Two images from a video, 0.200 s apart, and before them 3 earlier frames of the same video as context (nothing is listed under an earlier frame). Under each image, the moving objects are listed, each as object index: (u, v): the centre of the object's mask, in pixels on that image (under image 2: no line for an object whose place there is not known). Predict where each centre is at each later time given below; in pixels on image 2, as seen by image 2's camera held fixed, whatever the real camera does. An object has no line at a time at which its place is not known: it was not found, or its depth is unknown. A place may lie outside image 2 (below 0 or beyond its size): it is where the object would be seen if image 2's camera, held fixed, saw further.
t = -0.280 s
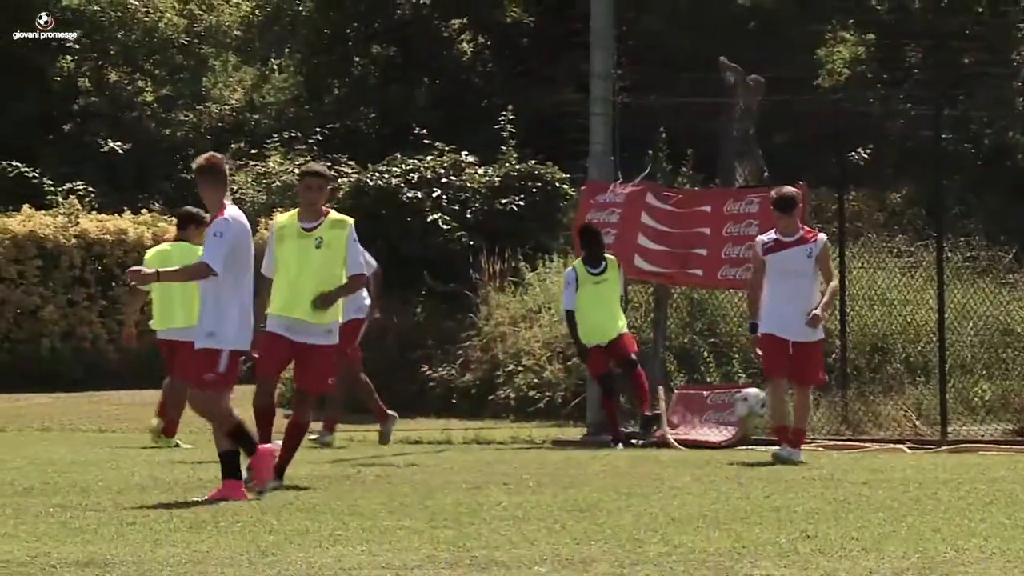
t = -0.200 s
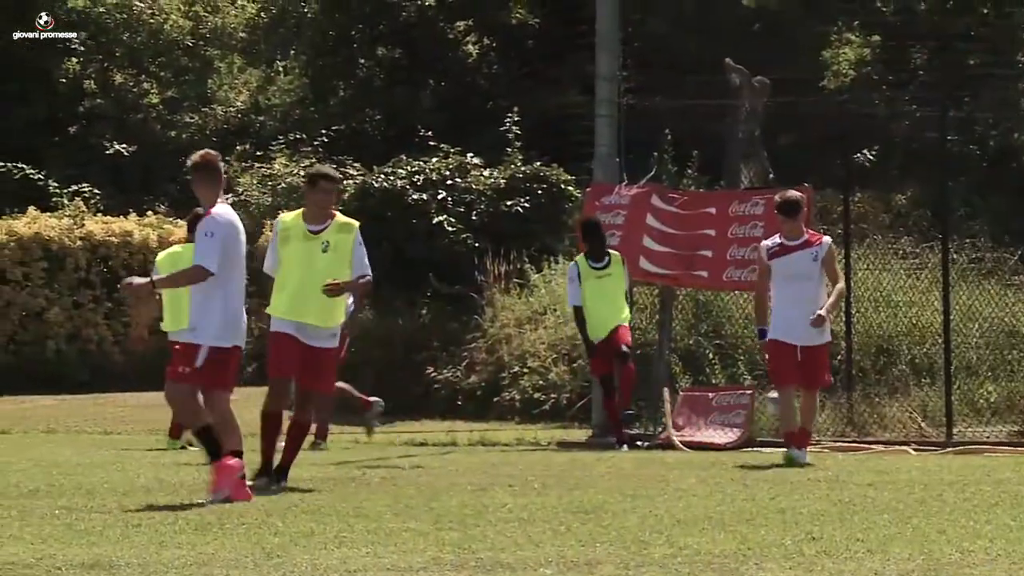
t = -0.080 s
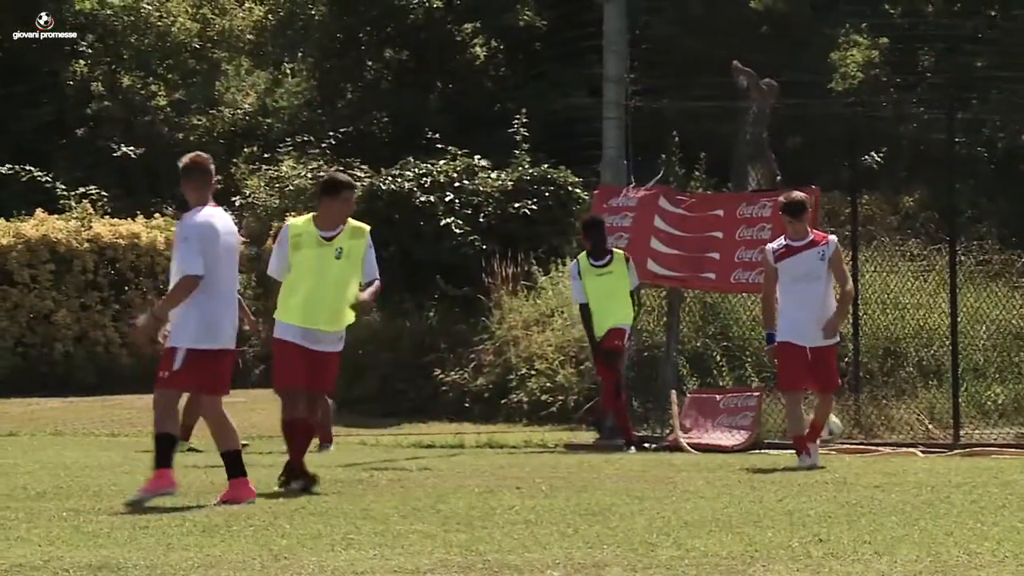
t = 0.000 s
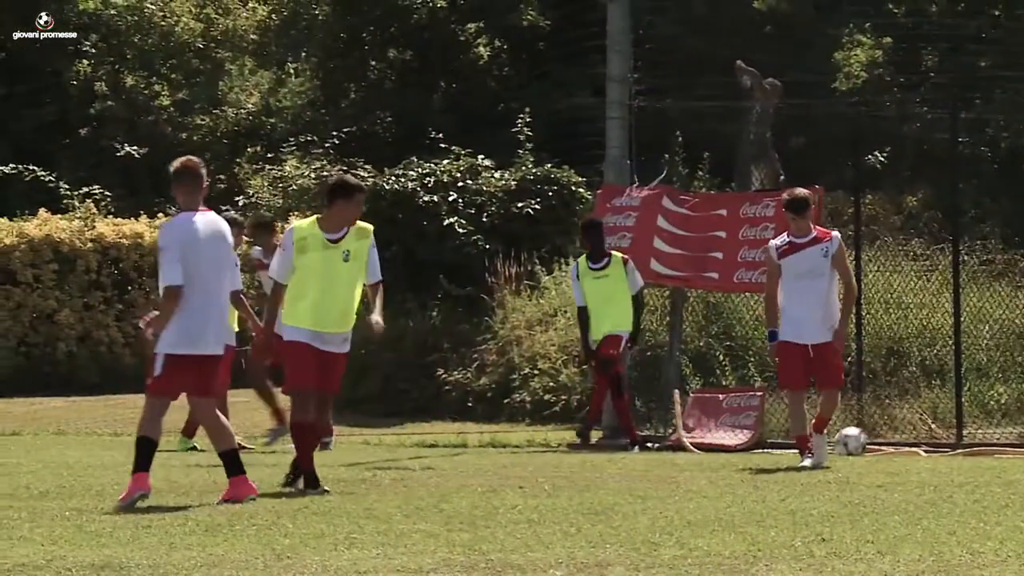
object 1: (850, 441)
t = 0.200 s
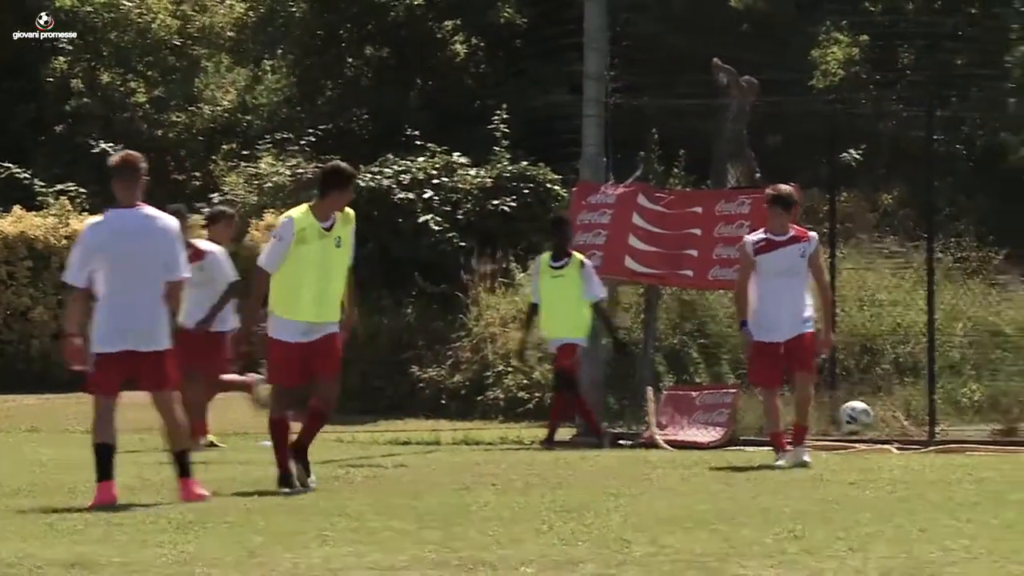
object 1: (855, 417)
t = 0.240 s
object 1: (857, 419)
